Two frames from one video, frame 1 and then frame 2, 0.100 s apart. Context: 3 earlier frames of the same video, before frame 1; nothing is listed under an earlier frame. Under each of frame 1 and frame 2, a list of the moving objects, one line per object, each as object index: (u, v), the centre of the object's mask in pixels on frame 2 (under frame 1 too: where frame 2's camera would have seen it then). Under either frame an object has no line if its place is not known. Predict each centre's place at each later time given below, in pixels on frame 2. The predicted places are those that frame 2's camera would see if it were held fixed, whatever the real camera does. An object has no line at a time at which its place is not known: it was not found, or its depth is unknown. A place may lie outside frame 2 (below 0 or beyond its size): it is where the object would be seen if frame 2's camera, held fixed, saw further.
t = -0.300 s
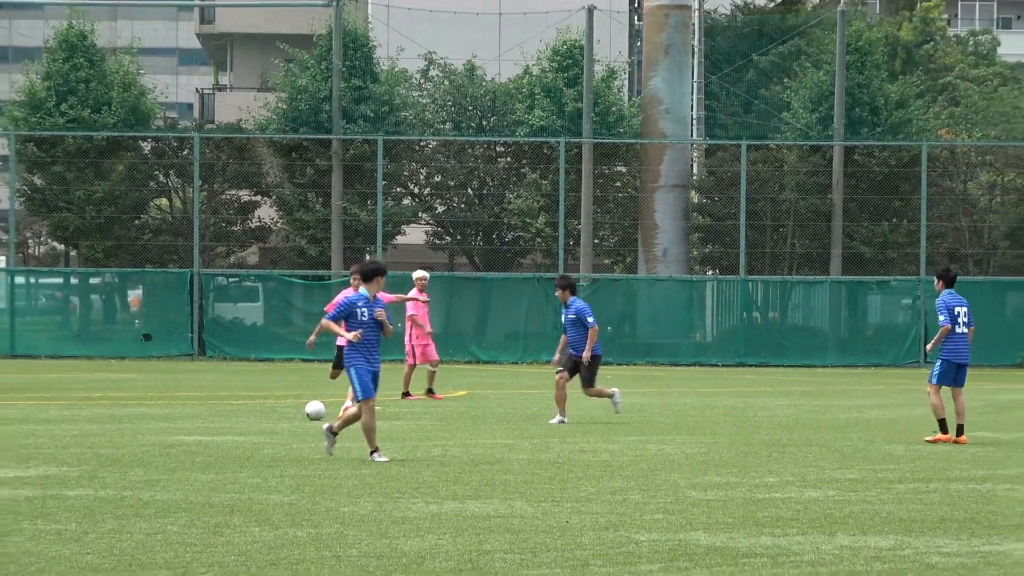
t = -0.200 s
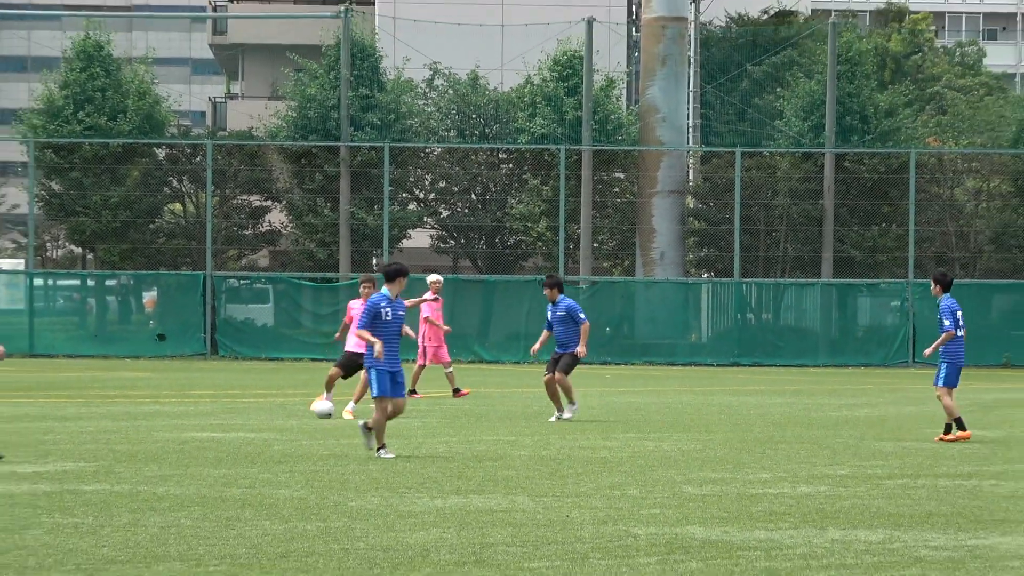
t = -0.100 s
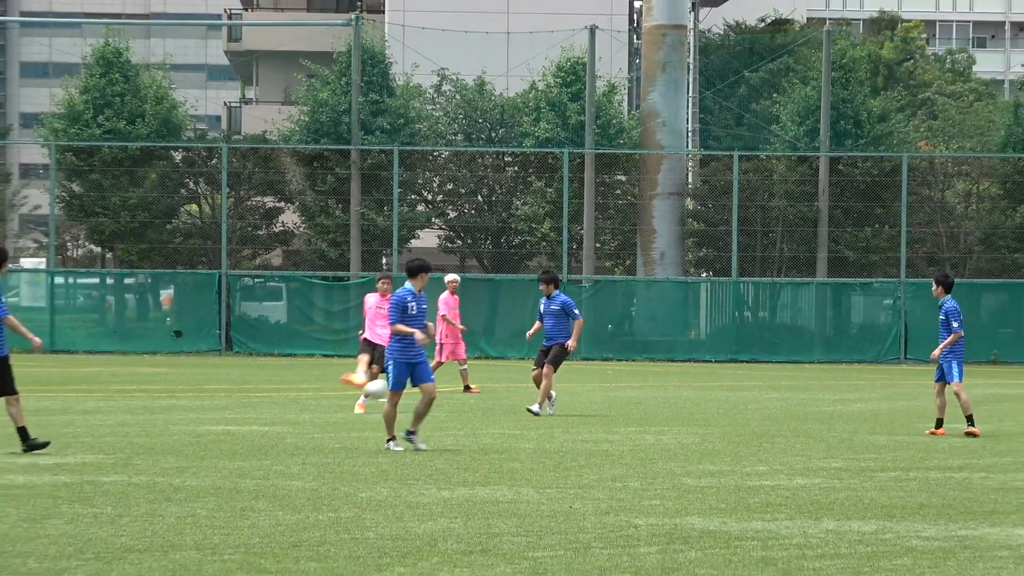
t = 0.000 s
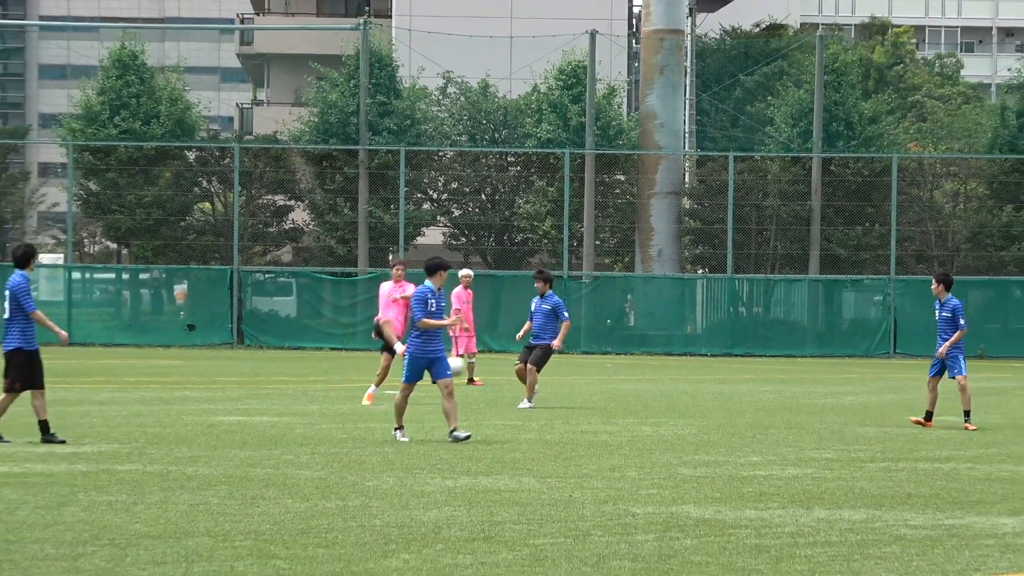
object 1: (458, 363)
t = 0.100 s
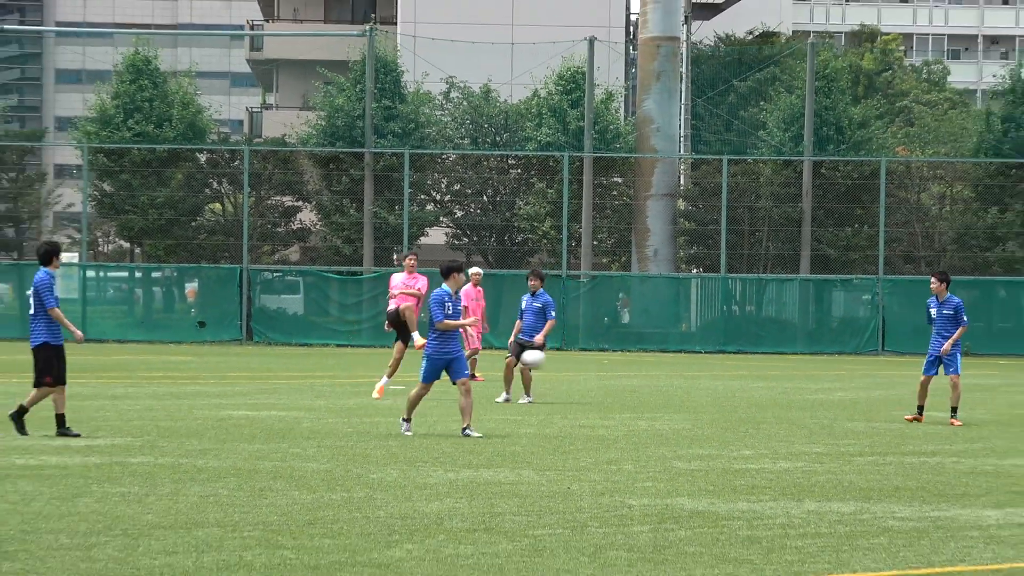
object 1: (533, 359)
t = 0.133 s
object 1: (560, 359)
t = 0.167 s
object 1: (587, 362)
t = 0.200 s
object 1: (616, 366)
